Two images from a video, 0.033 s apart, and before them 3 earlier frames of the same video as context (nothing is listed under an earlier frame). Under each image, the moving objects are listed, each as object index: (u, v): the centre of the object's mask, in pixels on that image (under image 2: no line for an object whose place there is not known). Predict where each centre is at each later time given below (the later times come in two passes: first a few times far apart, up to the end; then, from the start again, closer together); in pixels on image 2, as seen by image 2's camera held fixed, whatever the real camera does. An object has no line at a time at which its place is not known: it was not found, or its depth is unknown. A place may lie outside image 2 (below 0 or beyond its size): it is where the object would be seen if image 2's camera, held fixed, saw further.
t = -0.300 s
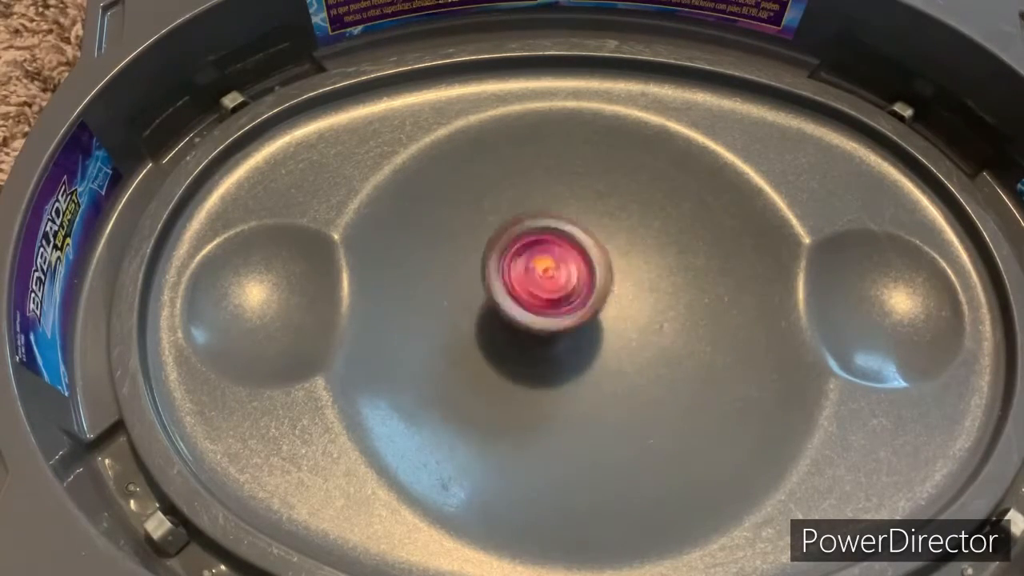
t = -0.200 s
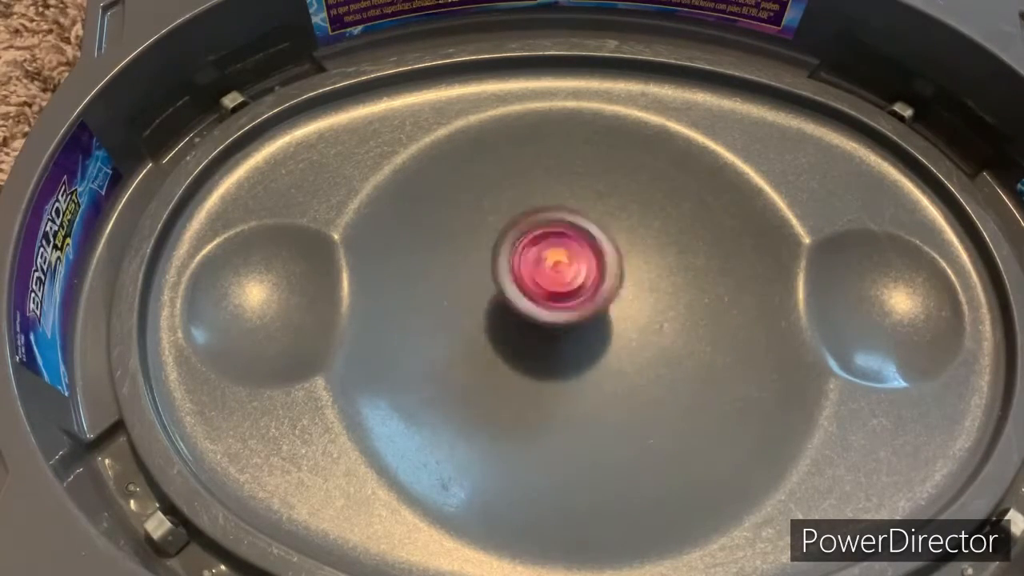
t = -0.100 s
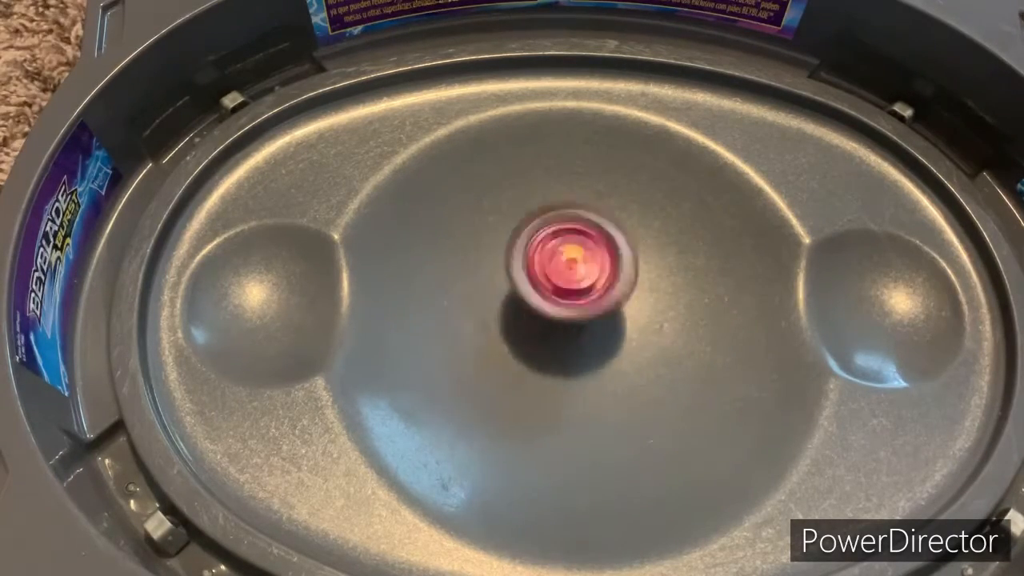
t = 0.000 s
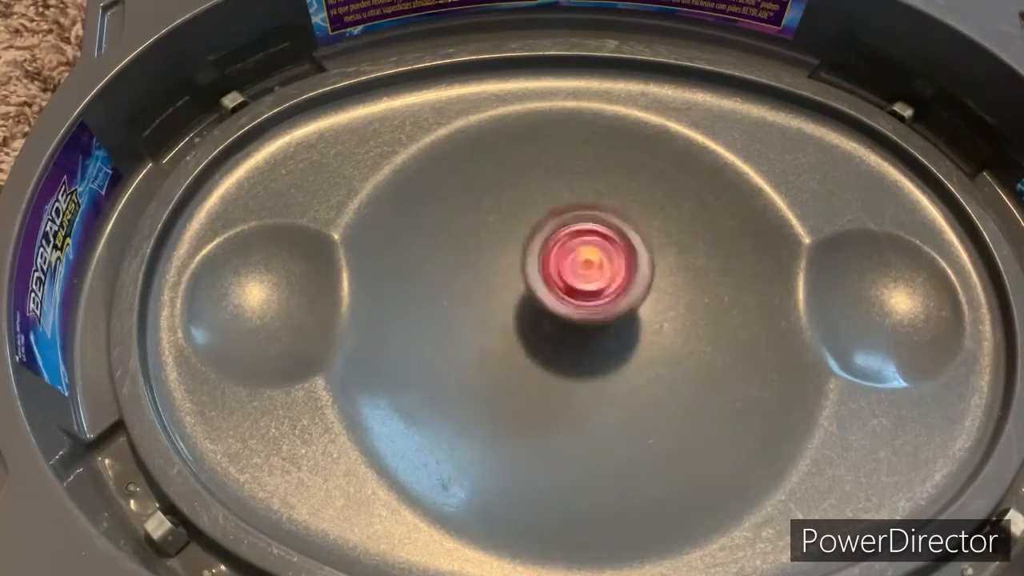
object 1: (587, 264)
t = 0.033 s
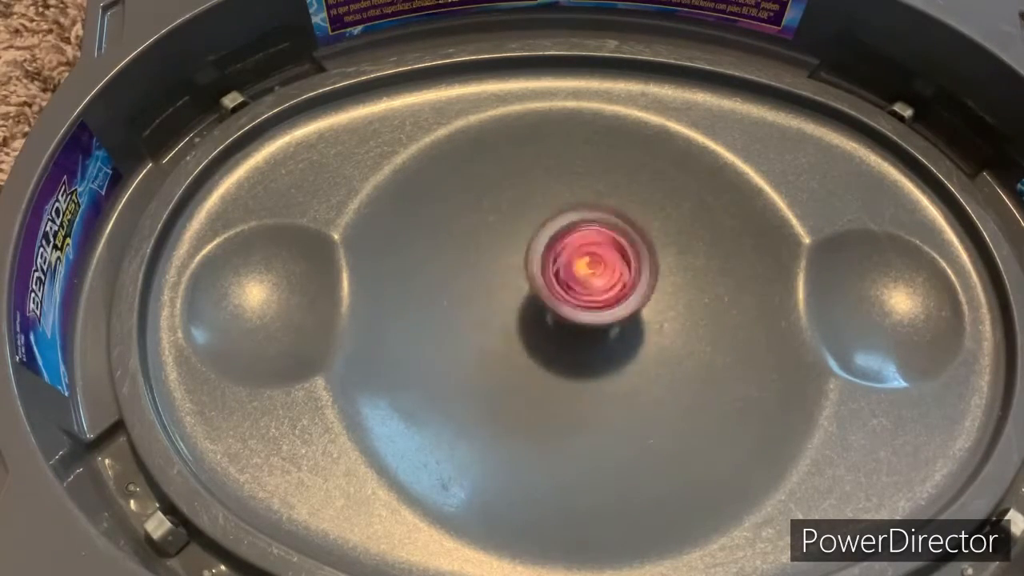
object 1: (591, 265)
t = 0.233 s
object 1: (615, 281)
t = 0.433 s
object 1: (619, 302)
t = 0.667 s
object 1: (596, 319)
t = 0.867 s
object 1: (562, 320)
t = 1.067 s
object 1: (540, 308)
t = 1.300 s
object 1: (554, 283)
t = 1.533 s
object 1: (585, 264)
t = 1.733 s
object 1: (604, 267)
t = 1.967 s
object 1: (606, 292)
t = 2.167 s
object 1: (589, 321)
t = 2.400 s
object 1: (571, 328)
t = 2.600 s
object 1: (557, 307)
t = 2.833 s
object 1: (564, 273)
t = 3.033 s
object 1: (574, 259)
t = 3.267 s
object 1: (594, 278)
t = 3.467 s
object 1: (604, 306)
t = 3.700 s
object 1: (600, 324)
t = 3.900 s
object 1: (578, 314)
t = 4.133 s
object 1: (552, 285)
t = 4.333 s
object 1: (552, 270)
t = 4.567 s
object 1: (576, 274)
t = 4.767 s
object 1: (605, 292)
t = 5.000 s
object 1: (615, 311)
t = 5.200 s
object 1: (593, 311)
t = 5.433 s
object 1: (556, 296)
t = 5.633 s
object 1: (546, 281)
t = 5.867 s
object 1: (564, 277)
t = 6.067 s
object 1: (597, 288)
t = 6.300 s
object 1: (617, 300)
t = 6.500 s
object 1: (602, 305)
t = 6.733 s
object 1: (564, 301)
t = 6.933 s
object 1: (547, 289)
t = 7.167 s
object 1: (556, 282)
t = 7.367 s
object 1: (588, 285)
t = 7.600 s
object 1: (611, 296)
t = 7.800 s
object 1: (607, 301)
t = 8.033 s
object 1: (572, 300)
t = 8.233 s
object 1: (550, 288)
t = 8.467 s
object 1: (556, 285)
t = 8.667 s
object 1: (580, 289)
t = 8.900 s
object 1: (608, 297)
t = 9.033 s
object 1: (610, 303)
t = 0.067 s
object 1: (597, 269)
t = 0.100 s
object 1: (602, 269)
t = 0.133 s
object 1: (606, 272)
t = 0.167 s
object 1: (610, 276)
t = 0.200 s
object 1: (613, 277)
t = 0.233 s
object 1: (615, 281)
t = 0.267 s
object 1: (618, 286)
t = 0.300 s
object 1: (620, 287)
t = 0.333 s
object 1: (620, 291)
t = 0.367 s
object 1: (620, 297)
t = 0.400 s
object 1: (622, 297)
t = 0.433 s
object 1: (619, 302)
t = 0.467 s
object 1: (616, 307)
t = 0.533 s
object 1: (616, 308)
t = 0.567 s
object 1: (611, 311)
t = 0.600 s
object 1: (606, 315)
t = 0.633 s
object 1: (603, 316)
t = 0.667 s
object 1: (596, 319)
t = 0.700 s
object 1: (590, 320)
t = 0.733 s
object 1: (585, 321)
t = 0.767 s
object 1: (578, 322)
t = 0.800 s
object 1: (573, 322)
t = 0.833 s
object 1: (567, 320)
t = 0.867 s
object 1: (562, 320)
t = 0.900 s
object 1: (557, 320)
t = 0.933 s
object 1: (552, 316)
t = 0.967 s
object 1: (547, 315)
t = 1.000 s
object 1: (546, 315)
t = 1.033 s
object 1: (542, 310)
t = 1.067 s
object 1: (540, 308)
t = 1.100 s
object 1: (542, 306)
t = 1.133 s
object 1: (540, 302)
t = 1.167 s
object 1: (540, 298)
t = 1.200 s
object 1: (545, 296)
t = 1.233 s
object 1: (545, 291)
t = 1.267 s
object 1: (548, 288)
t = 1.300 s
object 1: (554, 283)
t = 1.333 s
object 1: (556, 280)
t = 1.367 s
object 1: (561, 277)
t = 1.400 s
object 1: (568, 272)
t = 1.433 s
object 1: (571, 271)
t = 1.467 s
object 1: (577, 269)
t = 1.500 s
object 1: (583, 265)
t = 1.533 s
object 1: (585, 264)
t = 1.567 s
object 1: (591, 265)
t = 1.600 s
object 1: (594, 263)
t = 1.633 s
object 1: (597, 262)
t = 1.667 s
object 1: (602, 265)
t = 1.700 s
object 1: (602, 264)
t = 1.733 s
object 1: (604, 267)
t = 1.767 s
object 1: (608, 269)
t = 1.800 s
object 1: (607, 271)
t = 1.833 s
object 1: (607, 275)
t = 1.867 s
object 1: (609, 278)
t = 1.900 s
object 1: (608, 283)
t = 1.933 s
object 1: (608, 289)
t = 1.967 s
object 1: (606, 292)
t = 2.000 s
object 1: (604, 298)
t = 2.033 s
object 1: (604, 303)
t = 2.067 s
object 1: (599, 308)
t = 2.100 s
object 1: (596, 313)
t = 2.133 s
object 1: (596, 317)
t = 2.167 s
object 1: (589, 321)
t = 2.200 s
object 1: (586, 325)
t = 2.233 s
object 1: (584, 326)
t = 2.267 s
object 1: (580, 327)
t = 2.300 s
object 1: (578, 330)
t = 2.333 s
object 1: (573, 329)
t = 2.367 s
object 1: (570, 328)
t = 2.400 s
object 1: (571, 328)
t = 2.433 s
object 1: (566, 326)
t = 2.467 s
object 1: (564, 324)
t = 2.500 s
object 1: (562, 320)
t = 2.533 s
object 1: (560, 316)
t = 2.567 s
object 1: (560, 313)
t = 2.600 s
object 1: (557, 307)
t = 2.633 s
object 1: (556, 301)
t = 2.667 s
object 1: (558, 297)
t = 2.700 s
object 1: (557, 291)
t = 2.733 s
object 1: (557, 286)
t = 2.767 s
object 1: (559, 279)
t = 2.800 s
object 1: (560, 275)
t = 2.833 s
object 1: (564, 273)
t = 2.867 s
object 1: (564, 267)
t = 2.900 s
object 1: (565, 265)
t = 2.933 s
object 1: (570, 261)
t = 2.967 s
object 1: (570, 261)
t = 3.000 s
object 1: (573, 262)
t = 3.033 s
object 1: (574, 259)
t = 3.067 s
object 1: (576, 259)
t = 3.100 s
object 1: (580, 262)
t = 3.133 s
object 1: (580, 262)
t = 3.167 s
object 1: (583, 267)
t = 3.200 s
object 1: (587, 267)
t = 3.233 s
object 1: (589, 272)
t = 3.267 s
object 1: (594, 278)
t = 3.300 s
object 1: (594, 282)
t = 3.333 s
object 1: (597, 287)
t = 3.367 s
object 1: (601, 291)
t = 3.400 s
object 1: (602, 297)
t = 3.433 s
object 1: (605, 303)
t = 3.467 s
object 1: (604, 306)
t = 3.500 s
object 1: (604, 312)
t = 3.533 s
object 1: (606, 315)
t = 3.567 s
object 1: (604, 319)
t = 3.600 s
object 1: (605, 322)
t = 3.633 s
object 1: (602, 323)
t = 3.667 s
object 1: (600, 324)
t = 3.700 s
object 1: (600, 324)
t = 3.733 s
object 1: (596, 324)
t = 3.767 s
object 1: (595, 325)
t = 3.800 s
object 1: (589, 323)
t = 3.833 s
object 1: (585, 321)
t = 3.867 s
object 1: (582, 317)
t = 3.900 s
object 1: (578, 314)
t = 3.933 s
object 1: (574, 312)
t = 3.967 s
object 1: (567, 307)
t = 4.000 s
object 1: (563, 302)
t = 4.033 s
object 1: (562, 298)
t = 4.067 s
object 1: (558, 293)
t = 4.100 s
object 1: (557, 291)
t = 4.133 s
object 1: (552, 285)
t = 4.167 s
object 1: (551, 281)
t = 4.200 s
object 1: (552, 277)
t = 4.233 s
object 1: (551, 274)
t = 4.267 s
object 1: (553, 273)
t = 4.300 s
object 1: (552, 271)
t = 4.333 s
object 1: (552, 270)
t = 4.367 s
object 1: (556, 267)
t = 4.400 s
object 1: (556, 267)
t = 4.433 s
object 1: (562, 269)
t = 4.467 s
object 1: (562, 269)
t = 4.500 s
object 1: (567, 271)
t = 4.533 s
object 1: (571, 271)
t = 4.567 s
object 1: (576, 274)
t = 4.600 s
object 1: (583, 276)
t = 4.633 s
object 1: (586, 280)
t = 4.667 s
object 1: (593, 284)
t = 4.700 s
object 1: (595, 286)
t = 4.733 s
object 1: (600, 290)
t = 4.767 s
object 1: (605, 292)
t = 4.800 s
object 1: (607, 296)
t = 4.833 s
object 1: (613, 300)
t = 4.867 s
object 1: (612, 303)
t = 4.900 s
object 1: (613, 307)
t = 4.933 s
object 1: (614, 308)
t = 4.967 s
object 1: (613, 309)
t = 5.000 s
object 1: (615, 311)
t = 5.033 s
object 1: (612, 311)
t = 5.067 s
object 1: (612, 314)
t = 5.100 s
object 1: (606, 314)
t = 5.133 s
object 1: (602, 315)
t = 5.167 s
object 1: (598, 313)
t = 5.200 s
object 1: (593, 311)
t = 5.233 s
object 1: (590, 310)
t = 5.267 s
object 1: (582, 309)
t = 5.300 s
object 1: (578, 309)
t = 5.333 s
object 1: (570, 305)
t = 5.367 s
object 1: (565, 302)
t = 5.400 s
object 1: (561, 299)
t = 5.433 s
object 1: (556, 296)
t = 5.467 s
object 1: (555, 293)
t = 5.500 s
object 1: (551, 290)
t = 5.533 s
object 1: (550, 288)
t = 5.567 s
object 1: (546, 286)
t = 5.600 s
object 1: (546, 284)
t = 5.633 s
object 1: (546, 281)
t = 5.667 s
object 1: (546, 280)
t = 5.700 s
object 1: (550, 279)
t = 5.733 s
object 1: (550, 277)
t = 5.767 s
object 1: (554, 279)
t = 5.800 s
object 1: (555, 277)
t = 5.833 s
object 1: (560, 279)
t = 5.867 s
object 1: (564, 277)
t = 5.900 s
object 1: (569, 278)
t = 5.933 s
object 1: (577, 279)
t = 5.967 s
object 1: (580, 280)
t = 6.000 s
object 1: (589, 282)
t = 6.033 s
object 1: (591, 284)
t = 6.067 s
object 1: (597, 288)
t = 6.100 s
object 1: (601, 288)
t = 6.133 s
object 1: (605, 292)
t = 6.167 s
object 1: (609, 292)
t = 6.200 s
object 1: (611, 295)
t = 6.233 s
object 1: (615, 296)
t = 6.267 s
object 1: (615, 297)
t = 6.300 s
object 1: (617, 300)
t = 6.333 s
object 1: (615, 301)
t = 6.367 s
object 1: (615, 304)
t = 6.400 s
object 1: (612, 303)
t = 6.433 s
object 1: (609, 305)
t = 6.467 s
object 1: (608, 305)
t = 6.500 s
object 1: (602, 305)
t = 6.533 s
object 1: (600, 305)
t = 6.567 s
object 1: (593, 305)
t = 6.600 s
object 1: (589, 306)
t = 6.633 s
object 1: (582, 304)
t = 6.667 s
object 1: (577, 304)
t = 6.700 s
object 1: (570, 302)
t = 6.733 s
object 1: (564, 301)
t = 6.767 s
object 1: (559, 298)
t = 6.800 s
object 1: (555, 296)
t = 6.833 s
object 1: (553, 294)
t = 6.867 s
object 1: (548, 292)
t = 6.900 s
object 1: (549, 291)
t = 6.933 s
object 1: (547, 289)
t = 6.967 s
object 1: (548, 289)
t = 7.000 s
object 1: (546, 287)
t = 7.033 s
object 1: (548, 287)
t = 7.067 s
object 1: (548, 284)
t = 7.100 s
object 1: (550, 284)
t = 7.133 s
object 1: (554, 281)
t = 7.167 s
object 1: (556, 282)
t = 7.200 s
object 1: (563, 280)
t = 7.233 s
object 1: (567, 280)
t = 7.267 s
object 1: (574, 281)
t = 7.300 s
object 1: (577, 282)
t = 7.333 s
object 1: (585, 285)
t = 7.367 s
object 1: (588, 285)
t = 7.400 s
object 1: (594, 288)
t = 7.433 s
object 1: (597, 287)
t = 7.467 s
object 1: (602, 290)
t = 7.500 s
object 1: (605, 290)
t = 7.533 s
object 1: (608, 293)
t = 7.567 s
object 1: (611, 292)
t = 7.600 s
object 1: (611, 296)
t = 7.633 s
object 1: (614, 296)
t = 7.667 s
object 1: (612, 297)
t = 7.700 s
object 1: (614, 299)
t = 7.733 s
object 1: (611, 299)
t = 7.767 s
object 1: (612, 301)
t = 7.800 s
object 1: (607, 301)
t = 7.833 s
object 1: (606, 303)
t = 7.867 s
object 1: (600, 303)
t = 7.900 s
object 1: (596, 305)
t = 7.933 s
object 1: (589, 303)
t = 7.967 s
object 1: (584, 302)
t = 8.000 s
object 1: (578, 300)
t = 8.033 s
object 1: (572, 300)
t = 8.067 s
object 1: (567, 297)
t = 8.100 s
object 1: (562, 296)
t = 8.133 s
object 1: (559, 294)
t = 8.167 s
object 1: (554, 292)
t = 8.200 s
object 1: (553, 290)
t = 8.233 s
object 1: (550, 288)
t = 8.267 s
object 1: (551, 288)
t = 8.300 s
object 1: (548, 286)
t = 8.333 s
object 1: (551, 286)
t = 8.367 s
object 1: (549, 285)
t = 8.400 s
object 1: (552, 285)
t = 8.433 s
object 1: (552, 283)
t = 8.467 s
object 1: (556, 285)
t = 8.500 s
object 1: (556, 283)
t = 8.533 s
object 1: (562, 284)
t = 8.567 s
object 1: (565, 283)
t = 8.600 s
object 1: (571, 286)
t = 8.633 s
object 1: (575, 285)
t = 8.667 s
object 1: (580, 289)
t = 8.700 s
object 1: (585, 287)
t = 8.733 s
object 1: (589, 291)
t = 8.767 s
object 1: (594, 290)
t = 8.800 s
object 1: (598, 294)
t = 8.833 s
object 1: (602, 293)
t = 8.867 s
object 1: (604, 297)
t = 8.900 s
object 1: (608, 297)
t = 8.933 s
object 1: (607, 300)
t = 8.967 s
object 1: (611, 301)
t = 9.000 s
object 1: (609, 302)
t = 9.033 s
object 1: (610, 303)
